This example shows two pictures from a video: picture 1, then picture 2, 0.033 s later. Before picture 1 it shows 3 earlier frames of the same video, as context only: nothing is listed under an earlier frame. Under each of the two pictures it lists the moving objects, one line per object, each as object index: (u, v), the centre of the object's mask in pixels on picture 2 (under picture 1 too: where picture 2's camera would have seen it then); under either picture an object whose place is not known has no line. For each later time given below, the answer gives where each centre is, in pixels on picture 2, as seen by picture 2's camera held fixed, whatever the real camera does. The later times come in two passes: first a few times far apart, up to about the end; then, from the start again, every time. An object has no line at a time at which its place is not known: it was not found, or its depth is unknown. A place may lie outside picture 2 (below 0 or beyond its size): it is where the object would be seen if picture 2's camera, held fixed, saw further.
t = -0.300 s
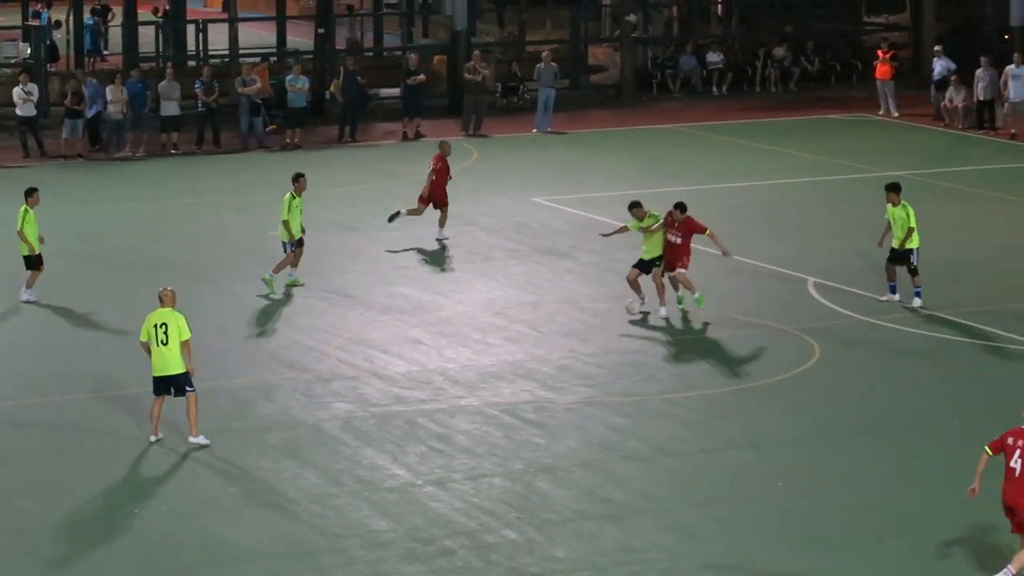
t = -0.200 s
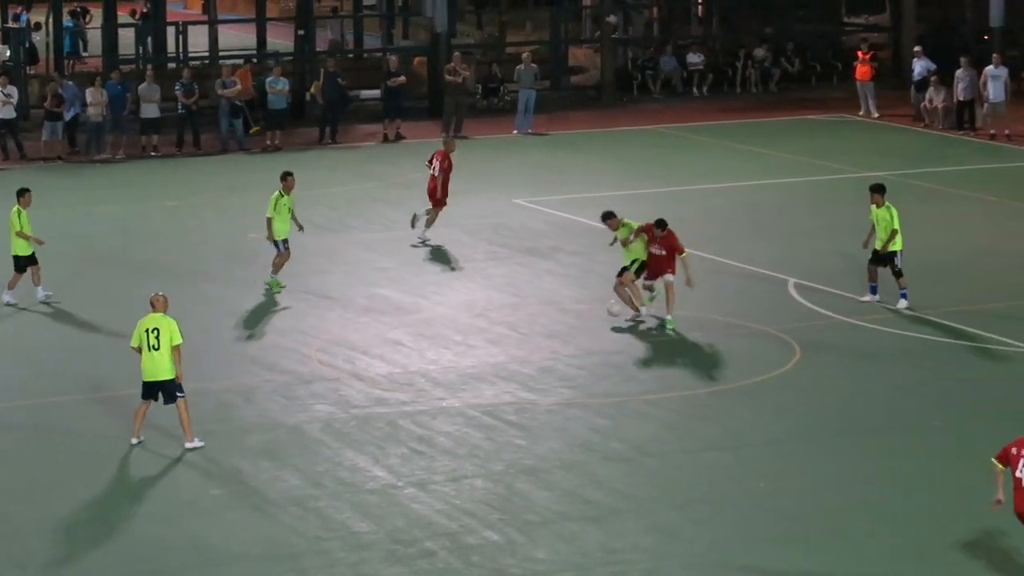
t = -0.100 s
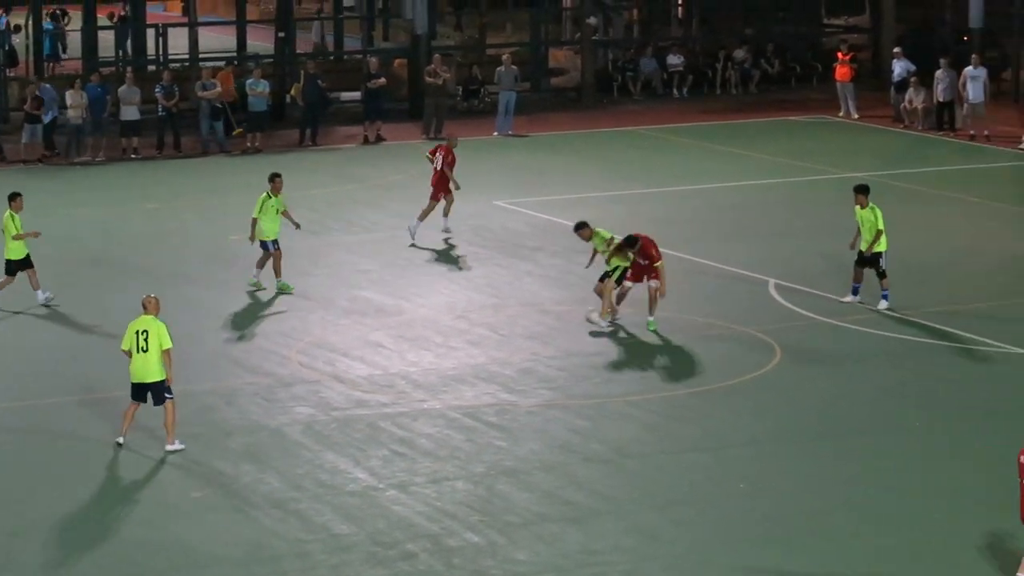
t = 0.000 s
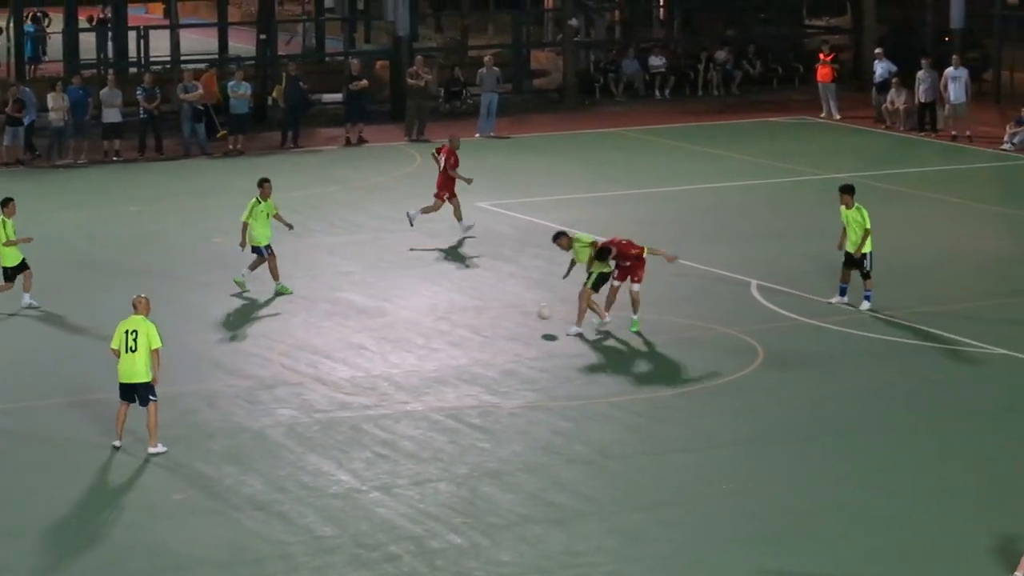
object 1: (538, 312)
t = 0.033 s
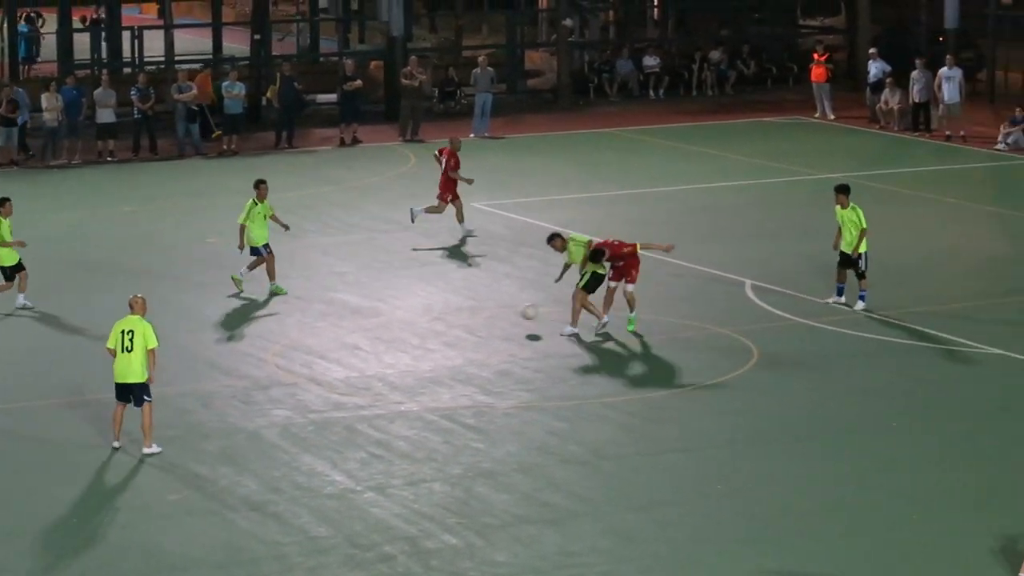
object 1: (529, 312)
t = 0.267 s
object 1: (467, 316)
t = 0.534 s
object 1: (413, 320)
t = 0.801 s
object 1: (358, 323)
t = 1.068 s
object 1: (305, 325)
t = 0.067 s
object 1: (519, 313)
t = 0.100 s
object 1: (509, 315)
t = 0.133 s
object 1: (498, 319)
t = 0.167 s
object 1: (490, 320)
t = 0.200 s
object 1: (481, 321)
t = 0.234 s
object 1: (474, 318)
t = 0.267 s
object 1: (467, 316)
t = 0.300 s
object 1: (460, 315)
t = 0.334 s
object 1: (453, 315)
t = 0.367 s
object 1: (446, 316)
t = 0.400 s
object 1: (440, 318)
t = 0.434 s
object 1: (433, 320)
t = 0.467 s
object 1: (427, 323)
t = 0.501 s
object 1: (420, 322)
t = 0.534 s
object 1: (413, 320)
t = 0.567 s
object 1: (406, 320)
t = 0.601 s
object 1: (399, 320)
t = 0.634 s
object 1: (392, 322)
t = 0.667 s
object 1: (386, 323)
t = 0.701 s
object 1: (379, 324)
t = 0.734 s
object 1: (372, 323)
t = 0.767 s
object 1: (365, 322)
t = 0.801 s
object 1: (358, 323)
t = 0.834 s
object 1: (351, 325)
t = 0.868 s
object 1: (345, 324)
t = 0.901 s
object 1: (338, 323)
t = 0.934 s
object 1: (331, 323)
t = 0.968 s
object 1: (325, 323)
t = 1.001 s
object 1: (318, 325)
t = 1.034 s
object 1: (311, 326)
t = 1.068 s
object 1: (305, 325)
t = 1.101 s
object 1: (299, 325)
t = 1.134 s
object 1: (292, 326)
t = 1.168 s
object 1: (287, 326)
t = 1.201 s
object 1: (280, 327)
